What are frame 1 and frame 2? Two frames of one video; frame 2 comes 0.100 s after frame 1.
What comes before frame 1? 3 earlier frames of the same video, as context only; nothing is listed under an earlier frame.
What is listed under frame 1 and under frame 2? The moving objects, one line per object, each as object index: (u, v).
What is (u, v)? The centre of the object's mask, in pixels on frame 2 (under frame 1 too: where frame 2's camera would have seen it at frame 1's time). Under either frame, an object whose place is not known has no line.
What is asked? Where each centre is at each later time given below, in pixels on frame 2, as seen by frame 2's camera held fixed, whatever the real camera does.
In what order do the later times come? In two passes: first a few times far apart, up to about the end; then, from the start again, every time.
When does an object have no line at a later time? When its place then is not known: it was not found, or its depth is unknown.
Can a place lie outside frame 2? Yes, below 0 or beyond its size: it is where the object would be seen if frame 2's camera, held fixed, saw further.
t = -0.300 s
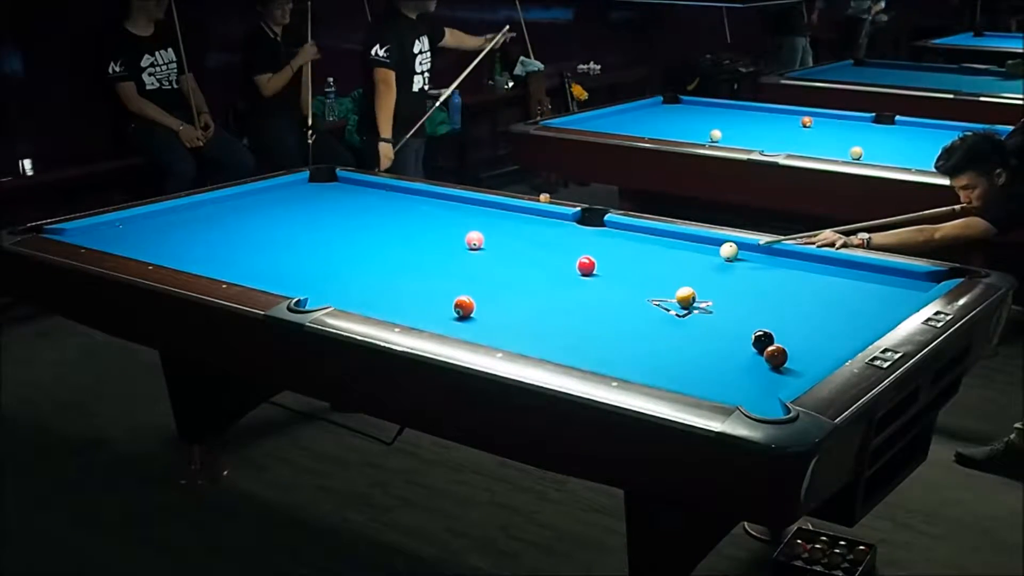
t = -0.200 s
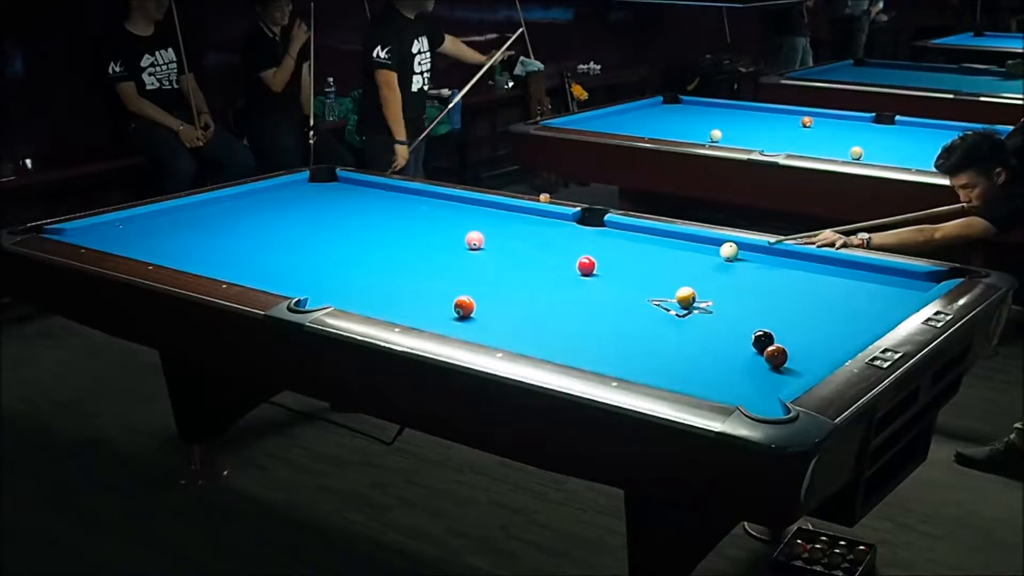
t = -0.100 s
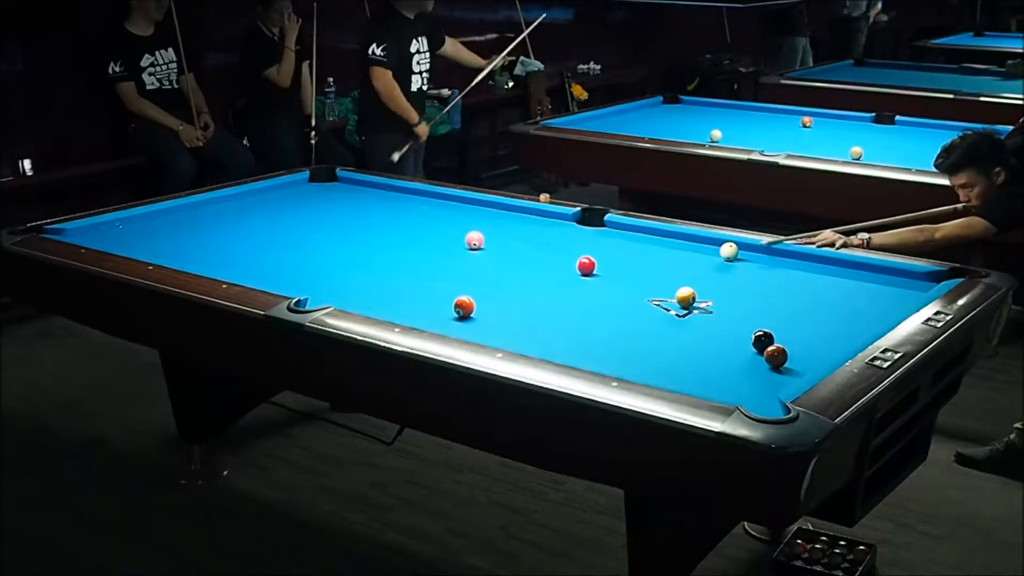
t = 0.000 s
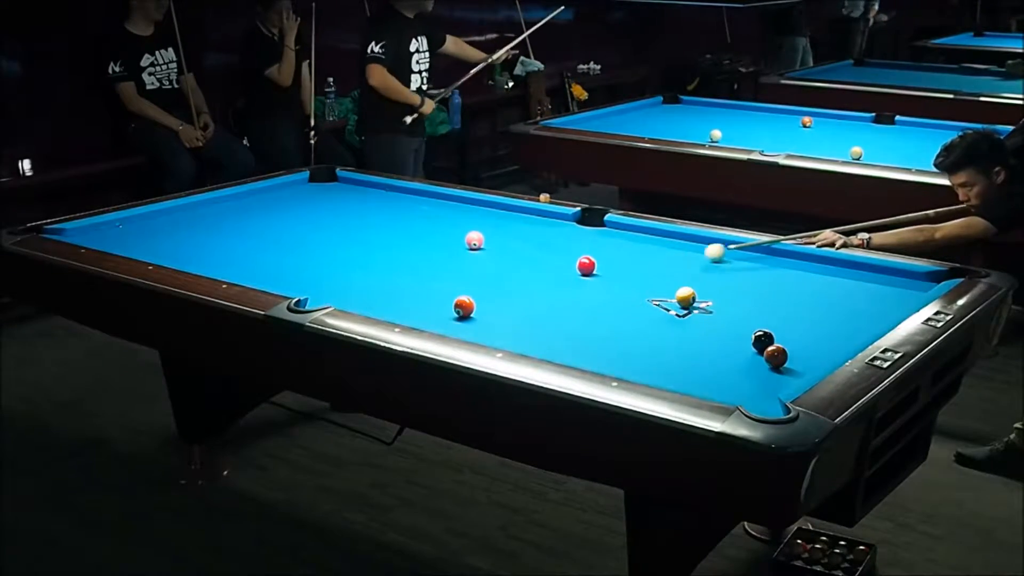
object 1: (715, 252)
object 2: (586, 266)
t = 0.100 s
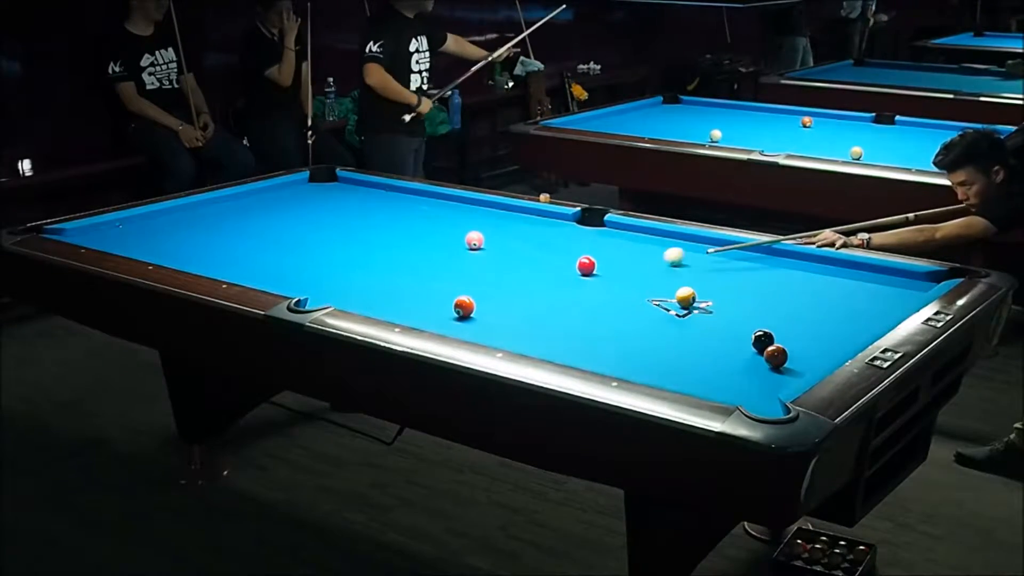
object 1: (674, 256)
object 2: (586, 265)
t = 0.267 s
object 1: (606, 262)
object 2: (586, 266)
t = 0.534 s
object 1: (576, 262)
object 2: (505, 277)
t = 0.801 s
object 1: (544, 261)
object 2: (432, 287)
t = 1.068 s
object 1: (514, 261)
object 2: (359, 297)
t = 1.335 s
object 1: (486, 261)
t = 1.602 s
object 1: (460, 260)
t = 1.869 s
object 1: (435, 260)
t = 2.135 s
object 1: (413, 260)
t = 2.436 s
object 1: (390, 260)
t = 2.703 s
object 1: (371, 260)
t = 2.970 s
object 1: (355, 260)
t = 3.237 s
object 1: (340, 260)
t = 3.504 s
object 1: (328, 260)
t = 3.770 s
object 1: (317, 260)
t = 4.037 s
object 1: (308, 260)
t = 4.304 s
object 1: (301, 260)
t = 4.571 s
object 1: (295, 260)
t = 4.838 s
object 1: (292, 260)
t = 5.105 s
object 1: (291, 261)
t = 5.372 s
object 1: (291, 261)
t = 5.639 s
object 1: (291, 261)
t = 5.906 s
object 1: (291, 261)
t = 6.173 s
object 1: (291, 261)
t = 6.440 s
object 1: (291, 261)
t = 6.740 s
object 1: (291, 261)
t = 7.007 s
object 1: (291, 261)
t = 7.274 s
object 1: (290, 261)
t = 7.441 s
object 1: (291, 260)
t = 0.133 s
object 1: (661, 257)
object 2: (586, 265)
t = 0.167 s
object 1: (647, 258)
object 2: (586, 265)
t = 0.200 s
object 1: (633, 260)
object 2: (586, 266)
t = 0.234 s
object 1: (619, 261)
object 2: (586, 266)
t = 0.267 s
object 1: (606, 262)
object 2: (586, 266)
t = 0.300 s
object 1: (600, 263)
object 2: (576, 266)
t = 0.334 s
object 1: (599, 262)
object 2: (564, 268)
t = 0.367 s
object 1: (596, 262)
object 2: (553, 270)
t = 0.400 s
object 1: (593, 262)
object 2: (542, 271)
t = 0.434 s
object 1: (589, 262)
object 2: (532, 273)
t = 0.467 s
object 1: (585, 262)
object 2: (522, 274)
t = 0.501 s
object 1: (580, 262)
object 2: (513, 275)
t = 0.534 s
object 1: (576, 262)
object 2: (505, 277)
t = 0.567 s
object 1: (572, 262)
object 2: (496, 278)
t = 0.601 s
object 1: (568, 262)
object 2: (487, 279)
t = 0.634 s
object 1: (564, 261)
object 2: (478, 280)
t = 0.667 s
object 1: (560, 261)
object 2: (469, 282)
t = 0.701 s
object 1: (556, 261)
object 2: (460, 283)
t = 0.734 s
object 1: (552, 261)
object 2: (451, 284)
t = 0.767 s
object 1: (548, 261)
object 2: (442, 286)
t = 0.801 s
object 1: (544, 261)
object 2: (432, 287)
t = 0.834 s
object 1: (540, 261)
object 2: (423, 288)
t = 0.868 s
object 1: (536, 261)
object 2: (414, 290)
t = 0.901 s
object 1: (533, 261)
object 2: (405, 291)
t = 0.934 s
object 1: (529, 261)
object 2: (396, 292)
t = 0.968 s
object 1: (525, 261)
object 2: (387, 294)
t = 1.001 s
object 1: (522, 261)
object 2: (377, 295)
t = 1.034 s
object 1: (518, 261)
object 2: (368, 296)
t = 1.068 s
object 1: (514, 261)
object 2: (359, 297)
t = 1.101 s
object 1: (511, 261)
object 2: (349, 298)
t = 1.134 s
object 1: (507, 261)
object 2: (340, 298)
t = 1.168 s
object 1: (504, 261)
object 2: (330, 299)
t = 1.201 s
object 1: (500, 261)
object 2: (320, 300)
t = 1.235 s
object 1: (497, 261)
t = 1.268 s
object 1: (493, 261)
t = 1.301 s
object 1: (489, 261)
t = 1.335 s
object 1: (486, 261)
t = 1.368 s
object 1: (483, 261)
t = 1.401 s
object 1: (479, 261)
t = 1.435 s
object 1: (476, 261)
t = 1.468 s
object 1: (473, 261)
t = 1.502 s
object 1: (470, 261)
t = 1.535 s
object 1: (466, 261)
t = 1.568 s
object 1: (463, 261)
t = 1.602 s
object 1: (460, 260)
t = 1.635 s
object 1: (457, 261)
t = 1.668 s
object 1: (453, 261)
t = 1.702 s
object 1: (450, 260)
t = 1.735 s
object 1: (447, 260)
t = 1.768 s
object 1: (444, 260)
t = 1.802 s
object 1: (441, 261)
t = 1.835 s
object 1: (438, 261)
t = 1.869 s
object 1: (435, 260)
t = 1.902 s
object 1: (433, 260)
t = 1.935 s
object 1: (430, 260)
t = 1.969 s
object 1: (427, 260)
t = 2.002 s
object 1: (424, 260)
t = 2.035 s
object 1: (421, 260)
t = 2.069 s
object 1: (418, 260)
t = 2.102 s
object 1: (416, 260)
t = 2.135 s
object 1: (413, 260)
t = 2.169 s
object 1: (410, 260)
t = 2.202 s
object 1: (408, 260)
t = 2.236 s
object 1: (405, 260)
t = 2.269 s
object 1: (403, 260)
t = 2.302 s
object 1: (400, 260)
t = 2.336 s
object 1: (397, 260)
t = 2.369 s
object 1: (395, 260)
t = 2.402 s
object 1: (392, 260)
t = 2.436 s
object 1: (390, 260)
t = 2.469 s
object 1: (388, 260)
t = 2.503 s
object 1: (385, 260)
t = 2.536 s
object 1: (383, 260)
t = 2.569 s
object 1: (381, 260)
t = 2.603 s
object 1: (378, 260)
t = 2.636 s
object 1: (376, 260)
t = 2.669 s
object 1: (374, 260)
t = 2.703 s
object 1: (371, 260)
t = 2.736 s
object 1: (369, 260)
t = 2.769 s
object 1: (367, 260)
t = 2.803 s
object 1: (365, 260)
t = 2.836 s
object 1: (363, 260)
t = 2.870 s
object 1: (361, 260)
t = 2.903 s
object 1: (359, 260)
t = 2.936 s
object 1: (357, 260)
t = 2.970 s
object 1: (355, 260)
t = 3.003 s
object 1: (353, 260)
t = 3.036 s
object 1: (351, 260)
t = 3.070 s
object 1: (349, 260)
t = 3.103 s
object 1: (348, 260)
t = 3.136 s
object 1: (346, 260)
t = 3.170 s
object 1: (344, 260)
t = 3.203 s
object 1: (342, 260)
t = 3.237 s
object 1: (340, 260)
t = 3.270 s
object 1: (338, 260)
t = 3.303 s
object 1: (337, 260)
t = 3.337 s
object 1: (335, 260)
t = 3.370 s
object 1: (334, 260)
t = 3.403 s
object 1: (332, 260)
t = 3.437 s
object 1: (330, 260)
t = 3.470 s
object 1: (329, 260)
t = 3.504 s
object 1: (328, 260)
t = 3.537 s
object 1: (326, 260)
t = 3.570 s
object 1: (324, 260)
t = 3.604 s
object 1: (323, 260)
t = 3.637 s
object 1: (322, 260)
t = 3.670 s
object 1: (320, 260)
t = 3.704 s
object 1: (319, 260)
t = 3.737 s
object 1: (318, 260)
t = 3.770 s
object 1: (317, 260)
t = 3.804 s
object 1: (315, 260)
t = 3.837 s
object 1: (314, 260)
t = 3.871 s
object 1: (313, 260)
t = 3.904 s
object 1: (312, 260)
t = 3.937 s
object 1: (311, 260)
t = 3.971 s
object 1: (310, 260)
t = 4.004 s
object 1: (309, 260)
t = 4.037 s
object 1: (308, 260)
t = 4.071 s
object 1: (307, 260)
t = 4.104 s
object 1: (306, 260)
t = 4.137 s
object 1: (305, 260)
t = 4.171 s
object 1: (304, 260)
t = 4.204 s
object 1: (303, 260)
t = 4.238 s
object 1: (302, 260)
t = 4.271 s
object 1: (301, 260)
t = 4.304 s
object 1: (301, 260)
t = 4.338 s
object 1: (300, 260)
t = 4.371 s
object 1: (299, 260)
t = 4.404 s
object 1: (298, 260)
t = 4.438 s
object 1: (298, 260)
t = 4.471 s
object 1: (297, 260)
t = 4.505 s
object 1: (297, 260)
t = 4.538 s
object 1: (296, 260)
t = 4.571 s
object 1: (295, 260)
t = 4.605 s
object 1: (295, 260)
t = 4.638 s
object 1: (294, 260)
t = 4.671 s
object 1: (294, 260)
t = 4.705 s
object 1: (294, 260)
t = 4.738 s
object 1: (293, 260)
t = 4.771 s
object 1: (293, 261)
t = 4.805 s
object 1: (292, 261)
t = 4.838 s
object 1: (292, 260)
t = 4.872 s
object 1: (292, 261)
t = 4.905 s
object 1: (292, 261)
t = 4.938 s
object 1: (291, 261)
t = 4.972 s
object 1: (291, 261)
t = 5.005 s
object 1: (291, 261)
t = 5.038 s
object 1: (291, 261)
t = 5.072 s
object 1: (291, 261)
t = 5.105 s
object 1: (291, 261)
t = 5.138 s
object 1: (291, 261)
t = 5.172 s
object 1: (291, 261)
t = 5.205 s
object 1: (291, 261)
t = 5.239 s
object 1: (291, 261)
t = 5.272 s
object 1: (291, 261)
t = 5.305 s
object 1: (291, 261)
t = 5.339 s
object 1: (291, 261)
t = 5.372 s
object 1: (291, 261)
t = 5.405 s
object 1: (291, 261)
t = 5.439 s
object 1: (290, 261)
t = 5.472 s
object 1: (291, 261)
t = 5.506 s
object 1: (290, 261)
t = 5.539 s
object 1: (290, 261)
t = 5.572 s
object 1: (291, 261)
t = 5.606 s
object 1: (291, 260)
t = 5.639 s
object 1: (291, 261)
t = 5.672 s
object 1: (290, 261)
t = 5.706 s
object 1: (291, 261)
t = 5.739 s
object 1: (291, 261)
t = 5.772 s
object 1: (291, 261)
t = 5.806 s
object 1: (291, 261)
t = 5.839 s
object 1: (291, 261)
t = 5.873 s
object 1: (291, 261)
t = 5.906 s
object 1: (291, 261)
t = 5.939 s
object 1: (291, 261)
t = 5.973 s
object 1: (291, 261)
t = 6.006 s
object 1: (291, 261)
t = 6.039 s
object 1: (291, 261)
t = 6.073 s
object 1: (291, 261)
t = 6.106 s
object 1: (291, 261)
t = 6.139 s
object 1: (291, 261)
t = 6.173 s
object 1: (291, 261)
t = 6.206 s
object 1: (291, 261)
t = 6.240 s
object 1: (291, 261)
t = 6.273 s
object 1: (291, 261)
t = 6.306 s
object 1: (291, 261)
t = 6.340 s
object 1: (291, 260)
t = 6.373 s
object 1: (291, 261)
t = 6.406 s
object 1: (291, 261)
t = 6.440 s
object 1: (291, 261)
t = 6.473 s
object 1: (291, 261)
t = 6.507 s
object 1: (291, 261)
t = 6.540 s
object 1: (291, 261)
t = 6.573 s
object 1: (291, 261)
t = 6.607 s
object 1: (291, 261)
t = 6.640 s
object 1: (291, 261)
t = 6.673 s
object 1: (291, 261)
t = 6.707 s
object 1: (291, 261)
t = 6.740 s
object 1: (291, 261)
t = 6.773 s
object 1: (291, 261)
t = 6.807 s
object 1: (291, 261)
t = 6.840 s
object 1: (291, 261)
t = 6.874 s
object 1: (291, 261)
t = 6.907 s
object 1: (291, 261)
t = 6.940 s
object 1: (291, 261)
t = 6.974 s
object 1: (291, 261)
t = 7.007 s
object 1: (291, 261)
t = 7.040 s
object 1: (291, 261)
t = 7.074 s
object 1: (291, 261)
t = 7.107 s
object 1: (291, 261)
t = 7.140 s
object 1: (291, 261)
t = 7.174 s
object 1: (291, 260)
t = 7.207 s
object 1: (291, 260)
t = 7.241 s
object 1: (291, 261)
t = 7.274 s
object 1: (290, 261)
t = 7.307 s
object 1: (290, 261)
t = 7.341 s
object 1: (291, 260)
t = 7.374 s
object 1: (291, 260)
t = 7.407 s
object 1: (291, 260)
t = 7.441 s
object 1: (291, 260)
